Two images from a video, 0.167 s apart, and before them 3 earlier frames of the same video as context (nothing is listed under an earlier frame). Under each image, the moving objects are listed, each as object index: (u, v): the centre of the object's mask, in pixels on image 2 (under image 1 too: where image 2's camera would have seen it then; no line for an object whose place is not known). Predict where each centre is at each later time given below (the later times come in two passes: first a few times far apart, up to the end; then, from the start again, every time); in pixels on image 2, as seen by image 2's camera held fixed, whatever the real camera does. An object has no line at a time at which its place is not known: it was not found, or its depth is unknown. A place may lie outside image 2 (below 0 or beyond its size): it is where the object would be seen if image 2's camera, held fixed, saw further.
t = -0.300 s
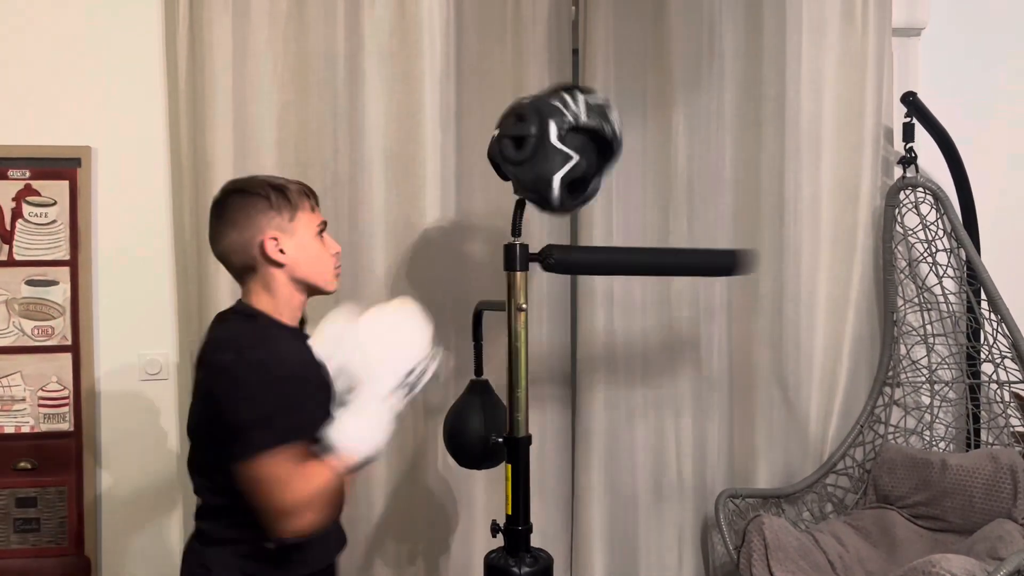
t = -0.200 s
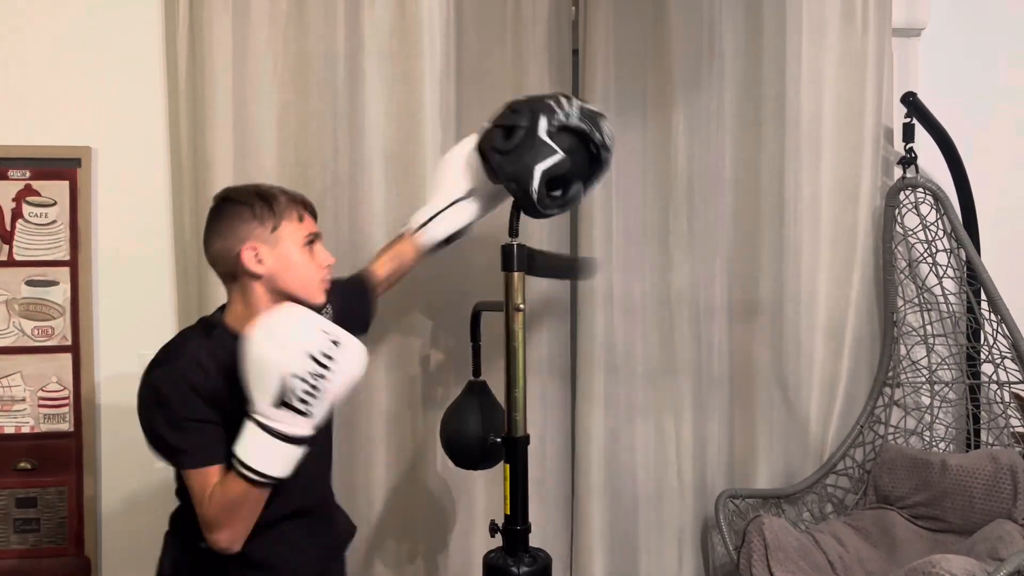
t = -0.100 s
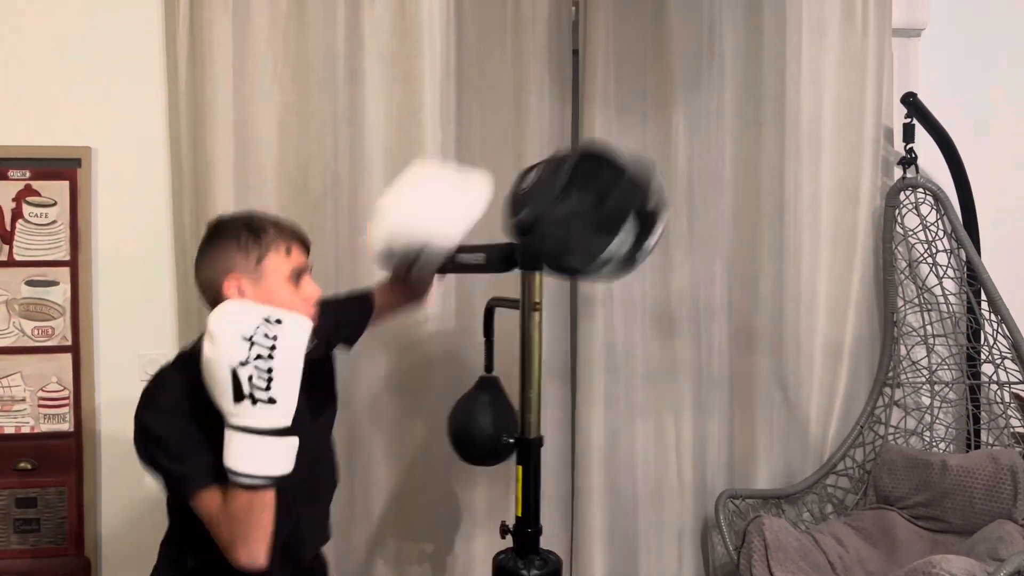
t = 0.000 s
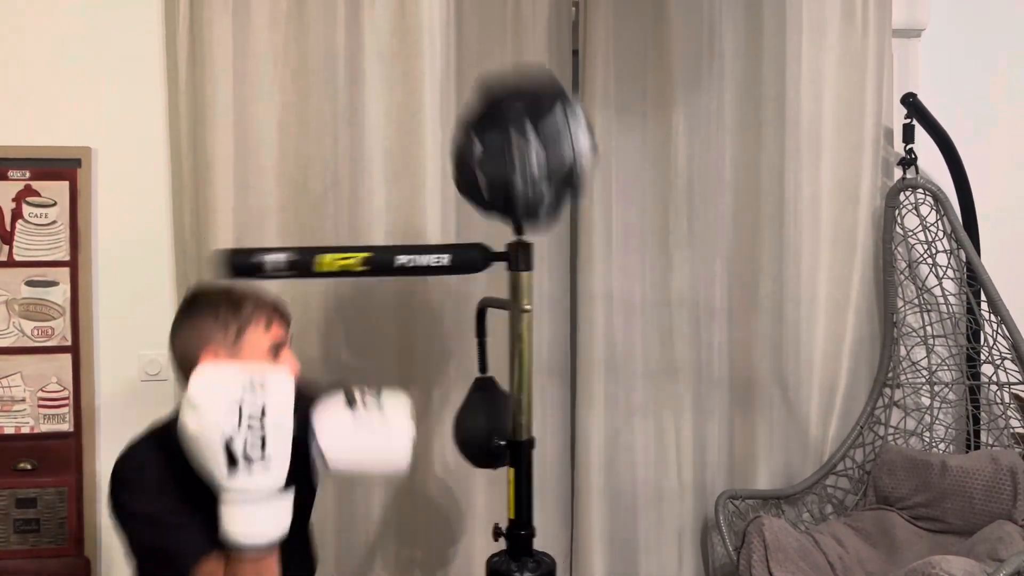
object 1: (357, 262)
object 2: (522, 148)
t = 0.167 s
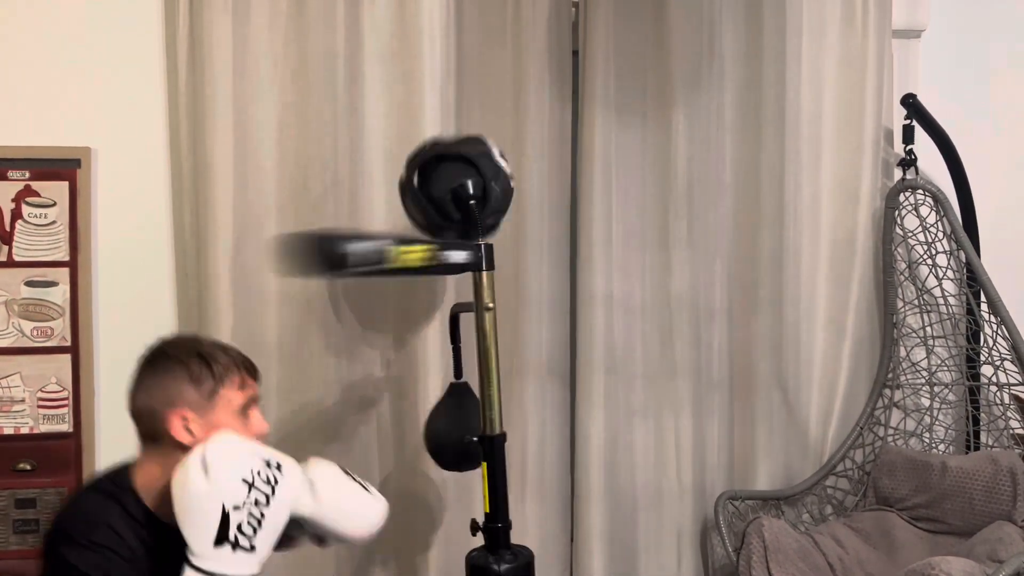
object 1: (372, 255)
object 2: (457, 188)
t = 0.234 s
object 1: (526, 241)
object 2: (460, 192)
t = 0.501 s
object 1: (695, 258)
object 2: (585, 169)
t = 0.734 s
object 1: (558, 265)
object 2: (479, 144)
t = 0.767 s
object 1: (538, 266)
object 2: (468, 162)
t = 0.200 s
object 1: (444, 252)
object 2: (459, 188)
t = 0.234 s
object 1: (526, 241)
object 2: (460, 192)
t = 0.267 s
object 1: (586, 243)
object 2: (467, 174)
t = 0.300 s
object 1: (643, 247)
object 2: (480, 153)
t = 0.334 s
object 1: (684, 254)
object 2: (502, 135)
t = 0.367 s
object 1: (713, 260)
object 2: (528, 123)
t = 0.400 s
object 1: (720, 260)
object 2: (555, 120)
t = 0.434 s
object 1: (716, 259)
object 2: (576, 131)
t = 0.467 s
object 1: (707, 259)
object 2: (587, 152)
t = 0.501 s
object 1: (695, 258)
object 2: (585, 169)
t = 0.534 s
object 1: (678, 257)
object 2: (577, 171)
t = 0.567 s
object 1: (658, 258)
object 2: (566, 159)
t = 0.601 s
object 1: (639, 260)
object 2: (551, 143)
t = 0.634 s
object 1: (619, 262)
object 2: (531, 132)
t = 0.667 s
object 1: (598, 264)
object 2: (512, 127)
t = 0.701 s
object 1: (577, 264)
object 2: (494, 132)
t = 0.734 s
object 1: (558, 265)
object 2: (479, 144)
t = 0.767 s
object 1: (538, 266)
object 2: (468, 162)
